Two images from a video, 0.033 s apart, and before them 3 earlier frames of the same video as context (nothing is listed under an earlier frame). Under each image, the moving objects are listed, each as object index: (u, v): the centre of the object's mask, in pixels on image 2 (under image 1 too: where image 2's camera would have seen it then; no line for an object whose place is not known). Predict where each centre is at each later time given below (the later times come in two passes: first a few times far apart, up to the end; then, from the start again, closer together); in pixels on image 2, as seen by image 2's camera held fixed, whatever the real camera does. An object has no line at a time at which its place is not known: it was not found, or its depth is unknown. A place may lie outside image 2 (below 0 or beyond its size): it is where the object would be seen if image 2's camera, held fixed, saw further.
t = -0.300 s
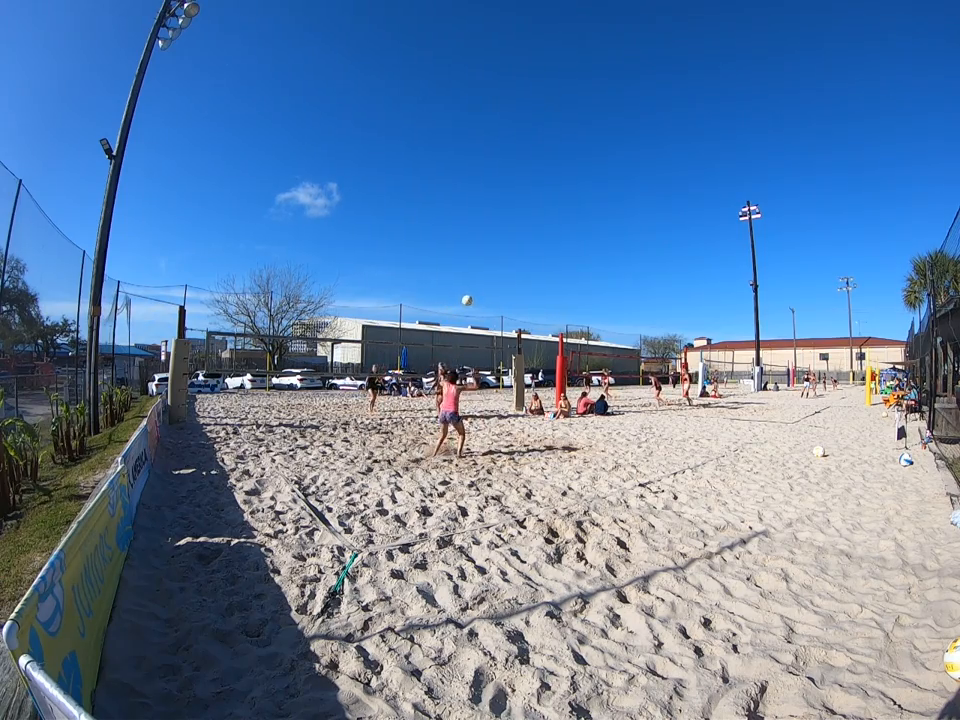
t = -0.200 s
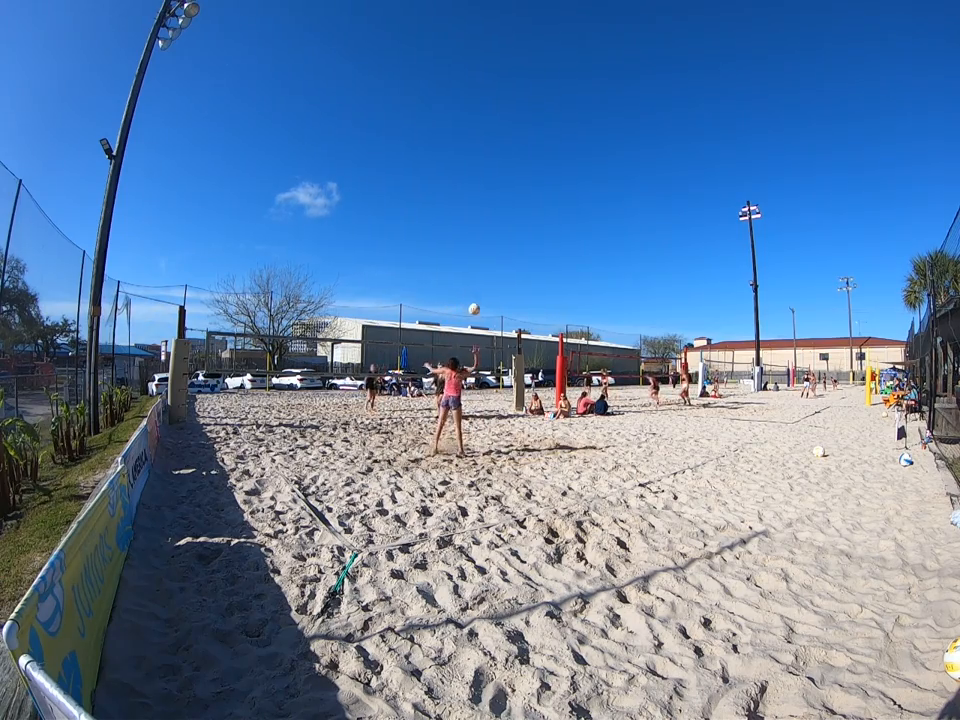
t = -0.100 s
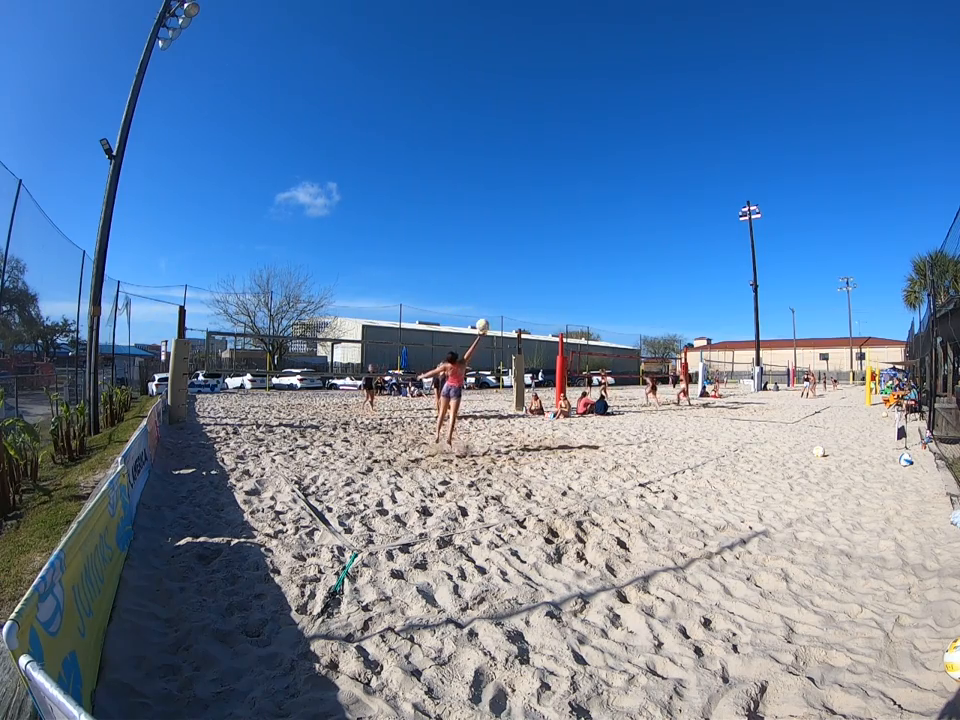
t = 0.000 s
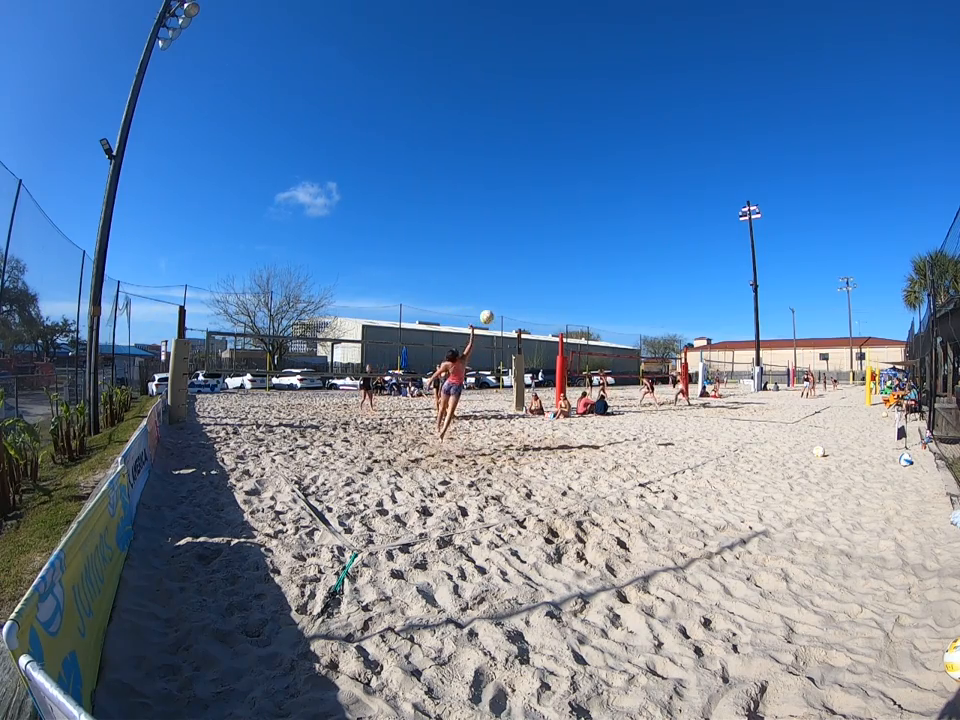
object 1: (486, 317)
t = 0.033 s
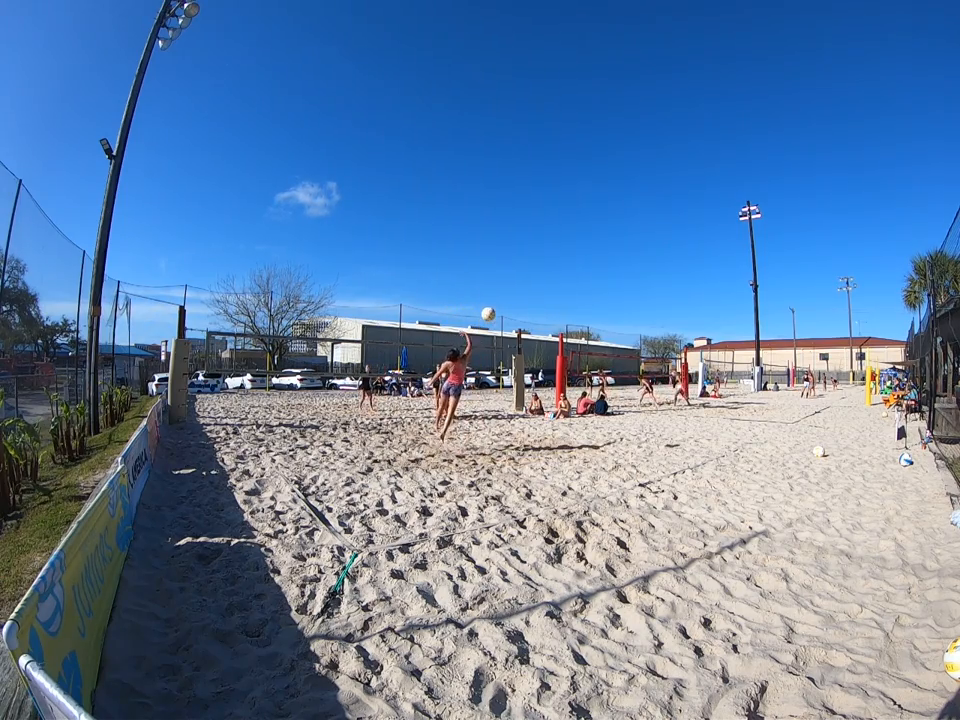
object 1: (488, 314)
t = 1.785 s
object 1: (939, 587)
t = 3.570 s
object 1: (913, 636)
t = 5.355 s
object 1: (913, 636)
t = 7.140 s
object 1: (913, 636)
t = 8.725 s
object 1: (913, 636)
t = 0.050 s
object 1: (488, 313)
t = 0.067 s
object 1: (490, 312)
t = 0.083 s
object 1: (491, 311)
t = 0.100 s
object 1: (491, 310)
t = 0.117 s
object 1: (492, 310)
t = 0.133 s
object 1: (493, 309)
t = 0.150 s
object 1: (494, 309)
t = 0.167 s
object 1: (495, 309)
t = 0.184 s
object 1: (496, 309)
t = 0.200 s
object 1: (497, 310)
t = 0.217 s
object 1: (498, 310)
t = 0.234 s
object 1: (499, 311)
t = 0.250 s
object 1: (500, 312)
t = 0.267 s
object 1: (501, 313)
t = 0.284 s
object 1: (502, 315)
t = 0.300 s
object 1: (503, 316)
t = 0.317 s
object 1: (504, 318)
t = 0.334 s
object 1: (505, 320)
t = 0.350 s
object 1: (507, 323)
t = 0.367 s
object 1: (508, 325)
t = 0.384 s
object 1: (509, 328)
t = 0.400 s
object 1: (510, 332)
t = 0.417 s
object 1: (511, 336)
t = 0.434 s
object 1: (513, 340)
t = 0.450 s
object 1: (514, 344)
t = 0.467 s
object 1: (515, 349)
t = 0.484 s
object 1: (516, 354)
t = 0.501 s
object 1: (517, 360)
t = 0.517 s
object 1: (519, 365)
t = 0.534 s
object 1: (521, 372)
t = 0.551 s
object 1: (522, 379)
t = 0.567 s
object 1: (523, 385)
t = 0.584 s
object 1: (525, 394)
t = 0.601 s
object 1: (526, 401)
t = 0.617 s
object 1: (528, 410)
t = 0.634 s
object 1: (530, 419)
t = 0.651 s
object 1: (532, 429)
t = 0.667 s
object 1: (533, 439)
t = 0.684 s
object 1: (534, 450)
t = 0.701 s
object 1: (536, 462)
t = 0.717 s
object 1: (538, 472)
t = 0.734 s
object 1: (539, 485)
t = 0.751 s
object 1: (541, 497)
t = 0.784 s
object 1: (543, 524)
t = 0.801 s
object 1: (548, 529)
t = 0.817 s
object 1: (553, 530)
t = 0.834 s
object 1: (559, 530)
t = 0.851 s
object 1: (566, 529)
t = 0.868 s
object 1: (572, 531)
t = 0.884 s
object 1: (579, 532)
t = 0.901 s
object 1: (585, 534)
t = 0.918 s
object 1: (592, 536)
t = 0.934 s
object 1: (600, 539)
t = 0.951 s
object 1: (607, 541)
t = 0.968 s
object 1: (615, 545)
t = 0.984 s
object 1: (622, 549)
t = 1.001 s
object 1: (630, 552)
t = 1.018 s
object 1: (638, 557)
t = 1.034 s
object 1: (646, 562)
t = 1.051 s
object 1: (655, 567)
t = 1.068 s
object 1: (662, 573)
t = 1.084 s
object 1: (671, 578)
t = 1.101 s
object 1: (679, 579)
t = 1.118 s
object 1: (688, 582)
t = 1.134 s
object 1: (697, 585)
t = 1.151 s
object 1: (706, 588)
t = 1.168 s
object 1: (715, 592)
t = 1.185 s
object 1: (724, 595)
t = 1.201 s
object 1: (734, 597)
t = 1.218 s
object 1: (743, 600)
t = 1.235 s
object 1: (753, 602)
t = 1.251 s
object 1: (762, 605)
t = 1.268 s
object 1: (771, 607)
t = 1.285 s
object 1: (780, 609)
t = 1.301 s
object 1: (789, 611)
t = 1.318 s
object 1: (798, 612)
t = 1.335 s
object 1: (808, 613)
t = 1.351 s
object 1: (818, 615)
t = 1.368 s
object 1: (827, 618)
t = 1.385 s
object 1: (836, 621)
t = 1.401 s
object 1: (846, 625)
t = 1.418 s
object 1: (855, 629)
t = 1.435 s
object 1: (864, 632)
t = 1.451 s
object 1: (874, 633)
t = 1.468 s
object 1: (883, 632)
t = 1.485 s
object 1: (892, 632)
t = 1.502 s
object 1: (901, 633)
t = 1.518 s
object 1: (910, 634)
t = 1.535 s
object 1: (919, 635)
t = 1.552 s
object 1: (927, 637)
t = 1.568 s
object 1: (933, 636)
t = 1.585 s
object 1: (936, 631)
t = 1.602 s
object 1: (938, 625)
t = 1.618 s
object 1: (938, 619)
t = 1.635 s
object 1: (939, 613)
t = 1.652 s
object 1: (939, 608)
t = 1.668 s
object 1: (940, 604)
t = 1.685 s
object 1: (940, 599)
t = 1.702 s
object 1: (940, 596)
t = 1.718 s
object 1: (940, 593)
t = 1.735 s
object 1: (940, 591)
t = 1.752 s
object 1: (939, 589)
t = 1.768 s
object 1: (939, 588)
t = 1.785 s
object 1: (939, 587)
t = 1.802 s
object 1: (938, 587)
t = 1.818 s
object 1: (937, 588)
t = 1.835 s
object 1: (936, 589)
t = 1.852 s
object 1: (935, 591)
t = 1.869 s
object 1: (934, 592)
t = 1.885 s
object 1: (932, 595)
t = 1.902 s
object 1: (931, 598)
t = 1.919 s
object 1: (929, 602)
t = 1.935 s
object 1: (927, 606)
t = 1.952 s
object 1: (925, 610)
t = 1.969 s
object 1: (923, 616)
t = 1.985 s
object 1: (921, 621)
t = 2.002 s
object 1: (918, 627)
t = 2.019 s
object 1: (915, 632)
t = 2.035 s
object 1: (913, 637)
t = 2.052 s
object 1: (914, 636)
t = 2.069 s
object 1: (915, 634)
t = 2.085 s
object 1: (916, 633)
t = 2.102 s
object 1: (917, 633)
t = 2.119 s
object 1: (918, 632)
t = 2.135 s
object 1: (918, 632)
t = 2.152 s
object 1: (919, 633)
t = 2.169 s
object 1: (919, 634)
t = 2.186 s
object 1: (919, 635)
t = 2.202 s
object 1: (920, 635)
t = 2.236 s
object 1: (920, 635)
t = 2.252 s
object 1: (920, 635)
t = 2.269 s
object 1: (920, 635)
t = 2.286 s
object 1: (920, 635)
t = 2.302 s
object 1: (920, 635)
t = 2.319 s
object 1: (920, 635)
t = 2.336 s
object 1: (920, 635)
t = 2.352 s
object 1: (920, 635)
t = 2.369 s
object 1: (920, 635)
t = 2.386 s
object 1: (920, 635)
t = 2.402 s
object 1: (920, 635)
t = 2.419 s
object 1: (919, 636)
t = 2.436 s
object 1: (919, 636)
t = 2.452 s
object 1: (919, 636)
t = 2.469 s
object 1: (919, 636)
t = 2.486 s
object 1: (918, 636)
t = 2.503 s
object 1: (918, 636)
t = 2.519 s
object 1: (918, 636)
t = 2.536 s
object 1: (918, 636)
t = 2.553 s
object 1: (918, 637)
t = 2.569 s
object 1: (917, 637)
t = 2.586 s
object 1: (917, 637)
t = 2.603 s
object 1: (917, 637)
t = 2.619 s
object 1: (916, 637)
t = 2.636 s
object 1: (916, 637)
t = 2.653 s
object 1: (916, 637)
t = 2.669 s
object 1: (916, 637)
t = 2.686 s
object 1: (916, 637)
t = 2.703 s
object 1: (916, 637)
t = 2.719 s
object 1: (915, 636)
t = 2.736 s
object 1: (915, 637)
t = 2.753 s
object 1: (915, 637)
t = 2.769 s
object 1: (915, 637)
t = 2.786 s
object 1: (915, 637)
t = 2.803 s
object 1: (914, 637)
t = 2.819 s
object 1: (914, 637)
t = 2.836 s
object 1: (914, 637)
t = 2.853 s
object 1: (914, 637)
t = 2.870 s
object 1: (914, 637)
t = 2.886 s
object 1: (914, 637)
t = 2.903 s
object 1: (914, 636)
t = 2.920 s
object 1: (913, 636)
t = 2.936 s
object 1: (913, 636)
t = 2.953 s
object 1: (913, 636)
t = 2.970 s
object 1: (913, 636)
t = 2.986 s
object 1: (913, 636)
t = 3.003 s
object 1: (913, 636)
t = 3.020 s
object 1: (913, 636)
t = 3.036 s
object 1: (913, 636)
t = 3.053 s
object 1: (913, 636)
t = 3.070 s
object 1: (913, 636)
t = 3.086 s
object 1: (913, 636)
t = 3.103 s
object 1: (913, 636)
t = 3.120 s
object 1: (913, 636)
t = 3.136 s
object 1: (913, 636)
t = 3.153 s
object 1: (913, 636)
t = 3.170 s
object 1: (913, 636)
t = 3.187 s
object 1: (913, 636)
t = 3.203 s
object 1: (913, 636)
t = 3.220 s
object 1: (913, 636)
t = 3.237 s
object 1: (913, 636)
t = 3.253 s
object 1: (913, 636)
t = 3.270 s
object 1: (913, 636)
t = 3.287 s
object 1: (913, 636)
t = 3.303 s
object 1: (913, 636)
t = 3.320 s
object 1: (913, 636)
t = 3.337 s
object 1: (913, 636)
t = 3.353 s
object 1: (913, 636)
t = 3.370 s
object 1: (913, 636)
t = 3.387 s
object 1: (913, 636)
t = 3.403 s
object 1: (913, 636)
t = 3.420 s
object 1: (913, 636)
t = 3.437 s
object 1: (913, 636)
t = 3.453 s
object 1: (913, 636)
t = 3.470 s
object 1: (913, 636)
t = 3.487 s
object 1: (913, 636)
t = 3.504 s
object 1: (913, 636)
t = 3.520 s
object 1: (913, 636)
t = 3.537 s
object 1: (913, 636)
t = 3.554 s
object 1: (913, 636)
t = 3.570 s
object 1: (913, 636)
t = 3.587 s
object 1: (913, 636)
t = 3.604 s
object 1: (913, 636)
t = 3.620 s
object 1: (913, 636)
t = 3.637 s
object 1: (913, 636)
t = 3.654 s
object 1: (913, 636)
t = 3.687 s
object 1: (913, 636)
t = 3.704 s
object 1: (913, 636)
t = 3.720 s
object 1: (913, 636)
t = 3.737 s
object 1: (913, 636)
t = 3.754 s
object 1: (913, 636)
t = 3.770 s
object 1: (913, 636)
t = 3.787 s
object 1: (913, 636)
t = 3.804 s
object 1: (913, 636)
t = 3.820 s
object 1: (913, 636)
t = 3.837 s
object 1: (913, 636)
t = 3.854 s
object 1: (913, 636)
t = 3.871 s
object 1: (913, 636)
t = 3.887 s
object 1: (913, 636)
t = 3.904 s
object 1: (913, 636)
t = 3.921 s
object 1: (913, 636)
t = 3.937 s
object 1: (913, 636)
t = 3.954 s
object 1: (913, 636)
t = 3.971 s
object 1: (913, 636)
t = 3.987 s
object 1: (913, 636)
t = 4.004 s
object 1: (913, 636)
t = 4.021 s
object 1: (913, 636)
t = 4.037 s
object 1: (913, 636)
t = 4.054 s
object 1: (913, 636)
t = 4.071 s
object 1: (913, 636)
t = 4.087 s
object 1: (913, 636)
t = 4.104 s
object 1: (913, 636)
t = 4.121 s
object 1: (913, 636)
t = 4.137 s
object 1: (913, 636)
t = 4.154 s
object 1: (913, 636)
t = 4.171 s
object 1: (913, 636)
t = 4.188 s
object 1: (913, 636)
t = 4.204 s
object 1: (913, 636)
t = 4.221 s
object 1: (913, 636)
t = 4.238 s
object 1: (913, 636)
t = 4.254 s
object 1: (913, 636)
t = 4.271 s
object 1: (913, 636)
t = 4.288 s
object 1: (913, 636)
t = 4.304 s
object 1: (913, 636)
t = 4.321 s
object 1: (913, 636)
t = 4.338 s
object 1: (913, 636)
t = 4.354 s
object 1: (913, 636)
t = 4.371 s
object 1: (913, 636)
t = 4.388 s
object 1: (913, 636)
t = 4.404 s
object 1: (913, 636)
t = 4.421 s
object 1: (913, 636)
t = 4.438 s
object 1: (913, 636)
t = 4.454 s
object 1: (913, 636)
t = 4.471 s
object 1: (913, 636)
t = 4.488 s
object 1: (913, 636)
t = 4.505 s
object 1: (913, 636)
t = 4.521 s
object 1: (913, 636)
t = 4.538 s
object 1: (913, 636)
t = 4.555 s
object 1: (913, 636)
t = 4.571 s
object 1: (913, 636)
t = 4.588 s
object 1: (913, 636)
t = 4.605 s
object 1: (913, 636)
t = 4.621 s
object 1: (913, 636)
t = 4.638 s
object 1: (913, 636)
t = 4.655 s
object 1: (913, 636)
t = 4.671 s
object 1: (913, 636)
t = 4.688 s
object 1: (913, 636)
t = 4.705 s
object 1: (913, 636)
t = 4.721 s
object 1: (913, 636)
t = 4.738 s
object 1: (913, 636)
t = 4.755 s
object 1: (913, 636)
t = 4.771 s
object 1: (913, 636)
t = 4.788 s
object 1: (913, 636)
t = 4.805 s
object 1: (913, 636)
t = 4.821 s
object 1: (913, 636)
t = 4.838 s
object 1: (913, 636)
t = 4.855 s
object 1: (913, 636)
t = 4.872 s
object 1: (913, 636)
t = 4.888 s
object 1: (913, 636)
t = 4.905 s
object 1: (913, 636)
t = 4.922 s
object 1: (913, 636)
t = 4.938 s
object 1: (913, 636)
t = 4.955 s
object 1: (913, 636)
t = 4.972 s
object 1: (913, 636)
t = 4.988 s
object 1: (913, 636)
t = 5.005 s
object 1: (913, 636)
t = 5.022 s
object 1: (913, 636)
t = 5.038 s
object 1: (913, 636)
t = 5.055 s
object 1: (913, 636)
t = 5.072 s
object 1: (913, 636)
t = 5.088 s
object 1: (913, 636)
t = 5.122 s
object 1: (913, 636)
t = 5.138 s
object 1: (913, 636)
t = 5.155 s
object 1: (913, 636)
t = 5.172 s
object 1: (913, 636)
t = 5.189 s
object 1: (913, 636)
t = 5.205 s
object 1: (913, 636)
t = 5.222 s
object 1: (913, 636)
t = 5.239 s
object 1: (913, 636)
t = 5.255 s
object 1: (913, 636)
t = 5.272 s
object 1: (913, 636)
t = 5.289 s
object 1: (913, 636)
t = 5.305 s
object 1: (913, 636)
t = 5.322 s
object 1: (913, 636)
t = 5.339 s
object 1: (913, 636)
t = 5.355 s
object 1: (913, 636)
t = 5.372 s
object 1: (913, 636)
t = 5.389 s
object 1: (913, 636)
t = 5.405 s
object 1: (913, 636)
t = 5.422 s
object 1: (913, 636)
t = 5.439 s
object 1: (913, 636)
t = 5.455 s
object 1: (913, 636)
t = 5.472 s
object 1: (913, 636)
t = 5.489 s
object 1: (913, 636)
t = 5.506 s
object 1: (913, 636)
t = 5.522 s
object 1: (913, 636)
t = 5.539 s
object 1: (913, 636)
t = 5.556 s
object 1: (913, 636)
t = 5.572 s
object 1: (913, 636)
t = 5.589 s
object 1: (913, 636)
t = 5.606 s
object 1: (913, 636)
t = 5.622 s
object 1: (913, 636)
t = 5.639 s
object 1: (913, 636)
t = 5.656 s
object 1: (913, 636)
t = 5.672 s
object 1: (913, 636)
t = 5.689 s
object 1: (913, 636)
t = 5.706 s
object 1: (913, 636)
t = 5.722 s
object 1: (913, 636)
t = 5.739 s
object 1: (913, 636)
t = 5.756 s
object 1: (913, 636)
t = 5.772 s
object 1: (913, 636)
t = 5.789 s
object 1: (913, 636)
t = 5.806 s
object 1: (913, 636)
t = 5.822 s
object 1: (913, 636)
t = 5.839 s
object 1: (913, 636)
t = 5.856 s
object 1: (913, 636)
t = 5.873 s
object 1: (913, 636)
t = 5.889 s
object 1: (913, 636)
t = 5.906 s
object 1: (913, 636)
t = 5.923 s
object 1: (913, 636)
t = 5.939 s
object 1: (913, 636)
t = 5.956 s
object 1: (913, 636)
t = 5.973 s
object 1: (913, 636)
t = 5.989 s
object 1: (913, 636)
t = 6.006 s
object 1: (913, 636)
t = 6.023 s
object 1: (913, 636)
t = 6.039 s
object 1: (913, 636)
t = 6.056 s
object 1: (913, 636)
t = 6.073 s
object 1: (913, 636)
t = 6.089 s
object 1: (913, 636)
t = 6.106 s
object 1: (913, 636)
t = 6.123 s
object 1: (913, 636)
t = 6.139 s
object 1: (913, 636)
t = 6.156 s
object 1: (913, 636)
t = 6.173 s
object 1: (913, 636)
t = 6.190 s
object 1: (913, 636)
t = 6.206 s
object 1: (913, 636)
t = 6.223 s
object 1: (913, 636)
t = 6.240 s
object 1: (913, 636)
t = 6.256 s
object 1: (913, 636)
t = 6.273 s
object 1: (913, 636)
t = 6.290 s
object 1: (913, 636)
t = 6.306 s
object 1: (913, 636)
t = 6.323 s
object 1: (913, 636)
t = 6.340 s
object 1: (913, 636)
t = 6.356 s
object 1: (913, 636)
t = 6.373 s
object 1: (913, 636)
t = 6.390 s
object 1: (913, 636)
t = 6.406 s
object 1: (913, 636)
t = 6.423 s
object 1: (913, 636)
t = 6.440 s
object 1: (913, 636)
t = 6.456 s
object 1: (913, 636)
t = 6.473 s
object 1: (913, 636)
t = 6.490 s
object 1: (913, 636)
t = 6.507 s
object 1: (913, 636)
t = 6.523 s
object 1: (913, 636)
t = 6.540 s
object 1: (913, 636)
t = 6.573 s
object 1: (913, 636)
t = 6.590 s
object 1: (913, 636)
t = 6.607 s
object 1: (913, 636)
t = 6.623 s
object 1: (913, 636)
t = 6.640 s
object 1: (913, 636)
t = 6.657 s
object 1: (913, 636)
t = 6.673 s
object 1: (913, 636)
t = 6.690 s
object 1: (913, 636)
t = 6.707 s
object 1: (913, 636)
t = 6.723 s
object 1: (913, 636)
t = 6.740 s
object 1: (913, 636)
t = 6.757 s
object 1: (913, 636)
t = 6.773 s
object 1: (913, 636)
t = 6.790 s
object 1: (913, 636)
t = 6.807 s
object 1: (913, 636)
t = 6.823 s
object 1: (913, 636)
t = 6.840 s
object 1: (913, 636)
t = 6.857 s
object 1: (913, 636)
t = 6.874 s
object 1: (913, 636)
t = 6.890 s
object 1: (913, 636)
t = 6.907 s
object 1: (913, 636)
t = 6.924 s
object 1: (913, 636)
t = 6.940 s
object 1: (913, 636)
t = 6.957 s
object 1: (913, 636)
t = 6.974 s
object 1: (913, 636)
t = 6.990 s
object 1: (913, 636)
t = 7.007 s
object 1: (913, 636)
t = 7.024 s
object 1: (913, 636)
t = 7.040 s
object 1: (913, 636)
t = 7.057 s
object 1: (913, 636)
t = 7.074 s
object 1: (913, 636)
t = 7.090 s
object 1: (913, 636)
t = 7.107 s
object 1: (913, 636)
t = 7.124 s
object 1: (913, 636)
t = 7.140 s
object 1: (913, 636)
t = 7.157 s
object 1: (913, 636)
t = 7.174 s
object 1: (913, 636)
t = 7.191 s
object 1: (913, 636)
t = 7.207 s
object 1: (913, 636)
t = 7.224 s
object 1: (913, 636)
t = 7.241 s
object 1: (913, 636)
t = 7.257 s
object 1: (913, 636)
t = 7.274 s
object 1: (913, 636)
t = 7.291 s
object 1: (913, 636)
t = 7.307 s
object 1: (913, 636)
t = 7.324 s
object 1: (913, 636)
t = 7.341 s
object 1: (913, 636)
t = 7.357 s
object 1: (913, 636)
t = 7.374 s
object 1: (913, 636)
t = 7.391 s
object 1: (913, 636)
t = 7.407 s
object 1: (913, 636)
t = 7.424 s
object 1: (913, 636)
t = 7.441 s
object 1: (913, 636)
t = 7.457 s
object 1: (913, 636)
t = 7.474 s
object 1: (913, 636)
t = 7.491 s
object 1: (913, 636)
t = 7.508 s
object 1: (913, 636)
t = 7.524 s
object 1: (913, 636)
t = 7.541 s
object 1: (913, 636)
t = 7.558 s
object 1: (913, 636)
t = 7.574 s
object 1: (913, 636)
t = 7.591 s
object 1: (913, 636)
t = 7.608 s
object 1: (913, 636)
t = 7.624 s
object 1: (913, 636)
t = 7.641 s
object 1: (913, 636)
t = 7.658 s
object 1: (913, 636)
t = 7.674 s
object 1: (913, 636)
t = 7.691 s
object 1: (913, 636)
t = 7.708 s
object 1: (913, 636)
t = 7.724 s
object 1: (913, 636)
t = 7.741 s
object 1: (913, 636)
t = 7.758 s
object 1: (913, 636)
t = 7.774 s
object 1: (913, 636)
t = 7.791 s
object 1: (913, 636)
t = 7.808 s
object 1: (913, 636)
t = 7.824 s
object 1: (913, 636)
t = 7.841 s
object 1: (913, 636)
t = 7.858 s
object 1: (913, 636)
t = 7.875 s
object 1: (913, 636)
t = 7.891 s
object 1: (913, 636)
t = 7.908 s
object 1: (913, 636)
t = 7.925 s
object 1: (913, 636)
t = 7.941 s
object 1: (913, 636)
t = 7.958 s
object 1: (913, 636)
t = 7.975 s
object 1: (913, 636)
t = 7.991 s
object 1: (913, 636)
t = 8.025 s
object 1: (913, 636)
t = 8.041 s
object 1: (913, 636)
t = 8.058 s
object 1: (913, 636)
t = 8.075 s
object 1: (913, 636)
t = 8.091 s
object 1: (913, 636)
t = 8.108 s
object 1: (913, 636)
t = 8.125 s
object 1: (913, 636)
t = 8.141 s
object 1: (913, 636)
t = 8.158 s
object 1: (913, 636)
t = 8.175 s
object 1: (913, 636)
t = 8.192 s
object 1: (913, 636)
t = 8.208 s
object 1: (913, 636)
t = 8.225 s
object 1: (913, 636)
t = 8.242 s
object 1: (913, 636)
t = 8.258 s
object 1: (913, 636)
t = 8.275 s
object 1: (913, 636)
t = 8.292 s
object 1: (913, 636)
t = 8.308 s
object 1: (913, 636)
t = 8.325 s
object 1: (913, 636)
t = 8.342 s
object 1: (913, 636)
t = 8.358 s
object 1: (913, 636)
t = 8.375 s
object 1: (913, 636)
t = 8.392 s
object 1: (913, 636)
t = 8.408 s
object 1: (913, 636)
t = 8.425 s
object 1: (913, 636)
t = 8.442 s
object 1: (913, 636)
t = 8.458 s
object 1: (913, 636)
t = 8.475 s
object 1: (913, 636)
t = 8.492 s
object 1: (913, 636)
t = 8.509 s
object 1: (913, 636)
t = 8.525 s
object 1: (913, 636)
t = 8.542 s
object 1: (913, 636)
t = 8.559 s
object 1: (913, 636)
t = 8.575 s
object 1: (913, 636)
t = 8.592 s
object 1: (913, 636)
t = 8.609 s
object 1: (913, 636)
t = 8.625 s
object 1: (913, 636)
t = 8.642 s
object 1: (913, 636)
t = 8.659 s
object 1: (913, 636)
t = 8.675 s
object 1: (913, 636)
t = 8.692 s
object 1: (913, 636)
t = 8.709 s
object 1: (913, 636)
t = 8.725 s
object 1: (913, 636)
